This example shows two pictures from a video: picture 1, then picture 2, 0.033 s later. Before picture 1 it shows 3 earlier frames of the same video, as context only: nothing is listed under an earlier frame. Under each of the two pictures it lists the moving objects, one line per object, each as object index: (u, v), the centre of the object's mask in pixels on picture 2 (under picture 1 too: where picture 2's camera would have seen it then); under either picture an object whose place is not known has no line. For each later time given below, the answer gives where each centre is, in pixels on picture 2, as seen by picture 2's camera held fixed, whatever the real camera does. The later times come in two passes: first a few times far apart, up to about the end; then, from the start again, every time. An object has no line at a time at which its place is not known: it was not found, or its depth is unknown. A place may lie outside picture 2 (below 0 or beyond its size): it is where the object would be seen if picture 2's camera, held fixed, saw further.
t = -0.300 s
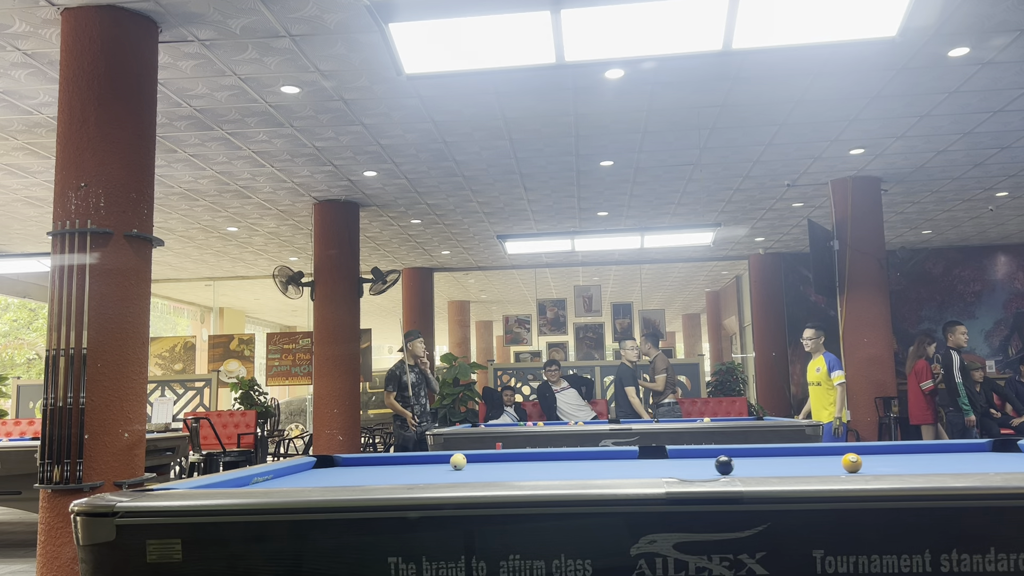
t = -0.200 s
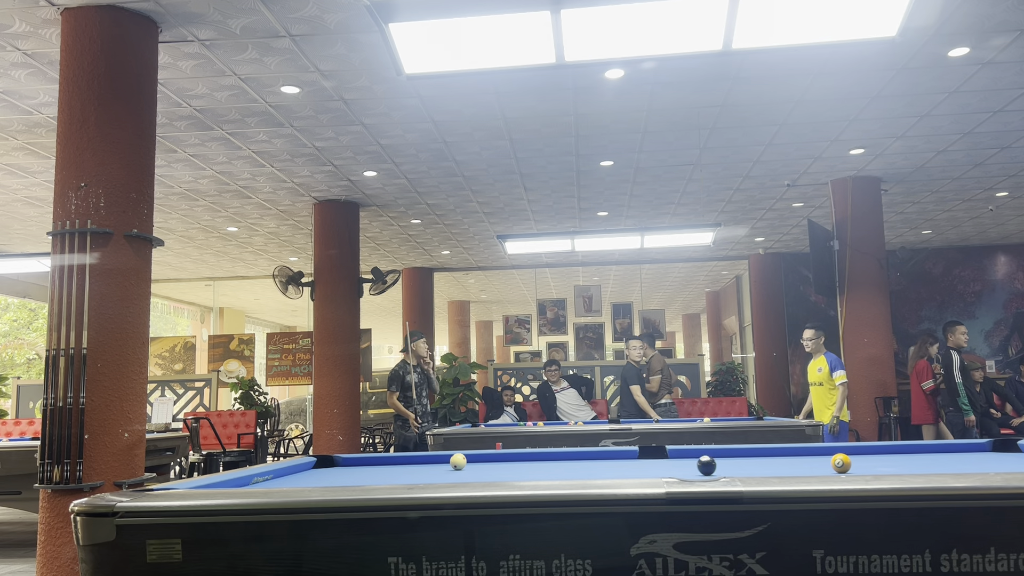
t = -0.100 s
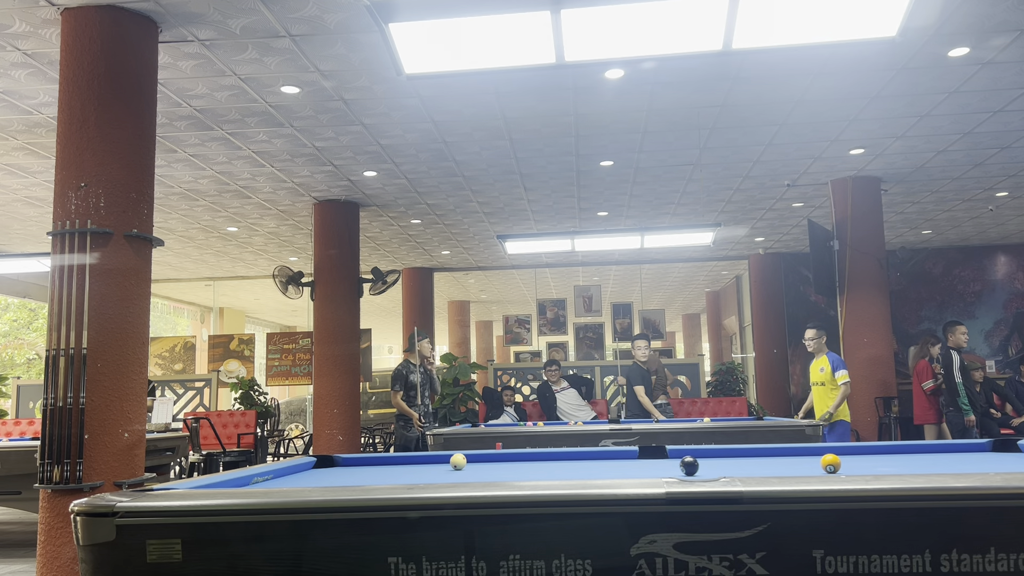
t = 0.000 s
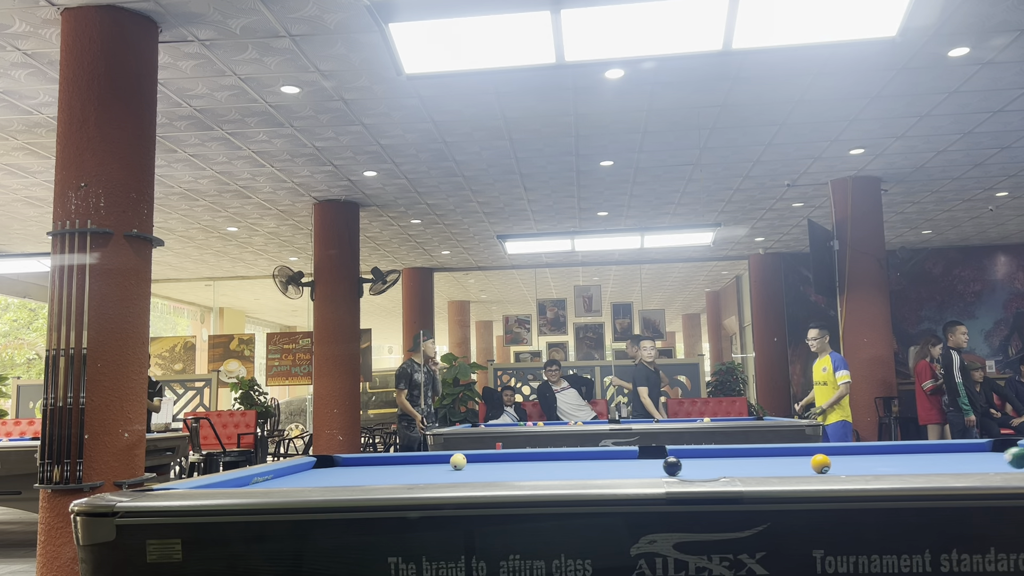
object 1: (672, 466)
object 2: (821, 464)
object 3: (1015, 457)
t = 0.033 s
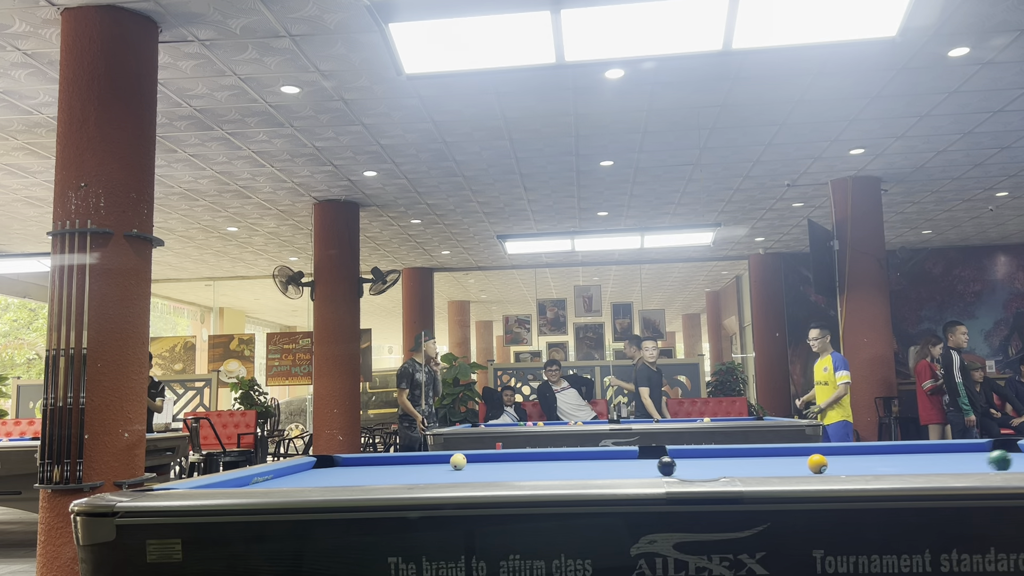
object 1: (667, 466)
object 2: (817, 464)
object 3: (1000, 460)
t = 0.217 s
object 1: (637, 466)
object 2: (800, 464)
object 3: (911, 465)
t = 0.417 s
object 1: (606, 467)
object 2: (783, 465)
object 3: (826, 466)
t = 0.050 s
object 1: (664, 466)
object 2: (816, 464)
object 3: (990, 463)
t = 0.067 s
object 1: (661, 466)
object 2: (814, 464)
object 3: (981, 465)
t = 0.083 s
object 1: (658, 466)
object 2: (813, 464)
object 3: (973, 464)
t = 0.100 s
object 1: (656, 466)
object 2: (811, 464)
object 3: (965, 464)
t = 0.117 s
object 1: (653, 466)
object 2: (809, 464)
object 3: (958, 464)
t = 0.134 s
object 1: (650, 466)
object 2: (808, 464)
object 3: (950, 465)
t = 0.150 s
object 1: (648, 466)
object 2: (806, 464)
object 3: (941, 465)
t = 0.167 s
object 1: (645, 466)
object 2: (805, 464)
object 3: (934, 465)
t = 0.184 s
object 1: (642, 466)
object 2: (803, 464)
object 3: (926, 465)
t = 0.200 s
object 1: (639, 466)
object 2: (802, 464)
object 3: (919, 465)
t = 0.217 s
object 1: (637, 466)
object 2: (800, 464)
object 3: (911, 465)
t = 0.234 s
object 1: (634, 466)
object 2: (798, 464)
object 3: (904, 465)
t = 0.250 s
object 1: (632, 466)
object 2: (797, 464)
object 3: (896, 465)
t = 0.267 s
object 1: (629, 467)
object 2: (796, 464)
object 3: (889, 465)
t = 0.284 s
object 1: (626, 466)
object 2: (794, 464)
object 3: (882, 466)
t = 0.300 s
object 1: (624, 467)
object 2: (793, 464)
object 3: (875, 465)
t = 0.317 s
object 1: (621, 467)
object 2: (791, 464)
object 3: (867, 465)
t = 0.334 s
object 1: (619, 467)
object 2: (790, 464)
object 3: (860, 466)
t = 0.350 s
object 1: (616, 467)
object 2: (788, 464)
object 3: (854, 466)
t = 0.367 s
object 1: (613, 467)
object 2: (787, 464)
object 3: (847, 466)
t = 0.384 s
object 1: (611, 467)
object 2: (785, 464)
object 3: (840, 466)
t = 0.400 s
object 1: (608, 467)
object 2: (784, 464)
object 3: (833, 466)
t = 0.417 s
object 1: (606, 467)
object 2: (783, 465)
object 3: (826, 466)
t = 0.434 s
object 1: (603, 467)
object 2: (781, 464)
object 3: (820, 465)
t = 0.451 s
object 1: (601, 467)
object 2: (780, 464)
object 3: (813, 465)
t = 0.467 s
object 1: (598, 467)
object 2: (778, 465)
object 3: (807, 465)
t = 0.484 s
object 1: (596, 467)
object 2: (777, 465)
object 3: (800, 465)
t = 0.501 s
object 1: (593, 467)
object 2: (775, 465)
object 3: (794, 465)
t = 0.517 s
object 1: (591, 467)
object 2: (770, 464)
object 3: (792, 465)
